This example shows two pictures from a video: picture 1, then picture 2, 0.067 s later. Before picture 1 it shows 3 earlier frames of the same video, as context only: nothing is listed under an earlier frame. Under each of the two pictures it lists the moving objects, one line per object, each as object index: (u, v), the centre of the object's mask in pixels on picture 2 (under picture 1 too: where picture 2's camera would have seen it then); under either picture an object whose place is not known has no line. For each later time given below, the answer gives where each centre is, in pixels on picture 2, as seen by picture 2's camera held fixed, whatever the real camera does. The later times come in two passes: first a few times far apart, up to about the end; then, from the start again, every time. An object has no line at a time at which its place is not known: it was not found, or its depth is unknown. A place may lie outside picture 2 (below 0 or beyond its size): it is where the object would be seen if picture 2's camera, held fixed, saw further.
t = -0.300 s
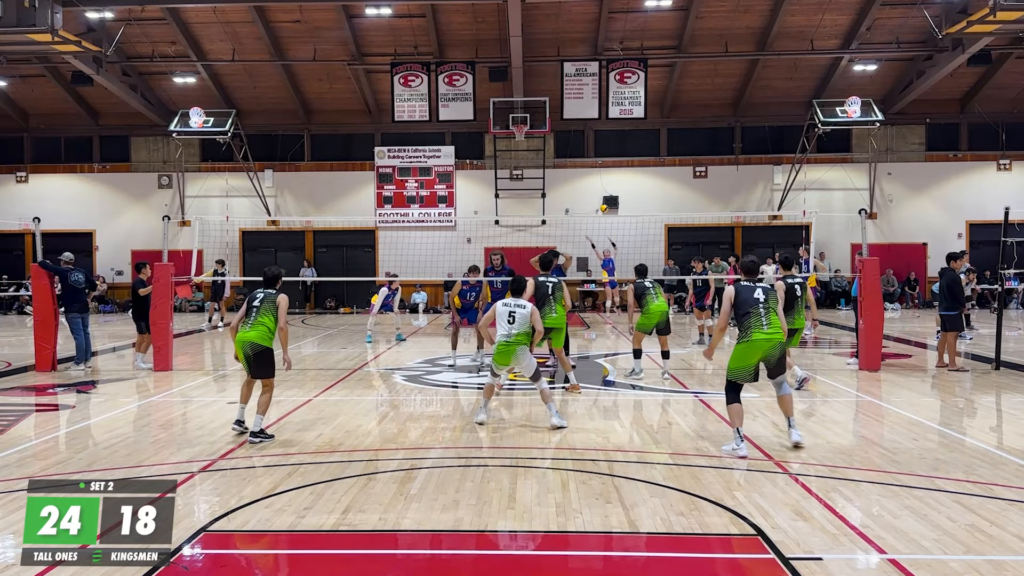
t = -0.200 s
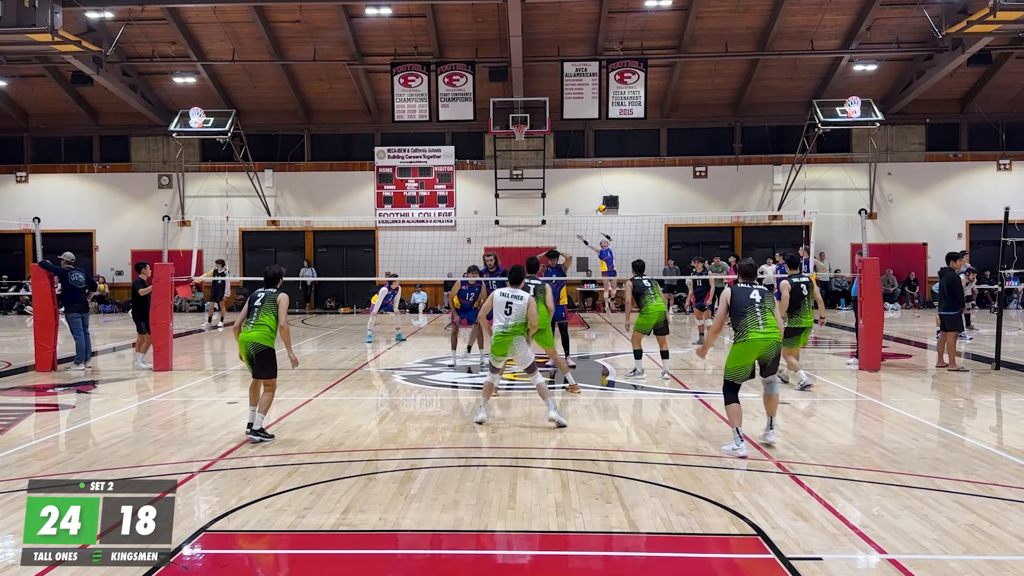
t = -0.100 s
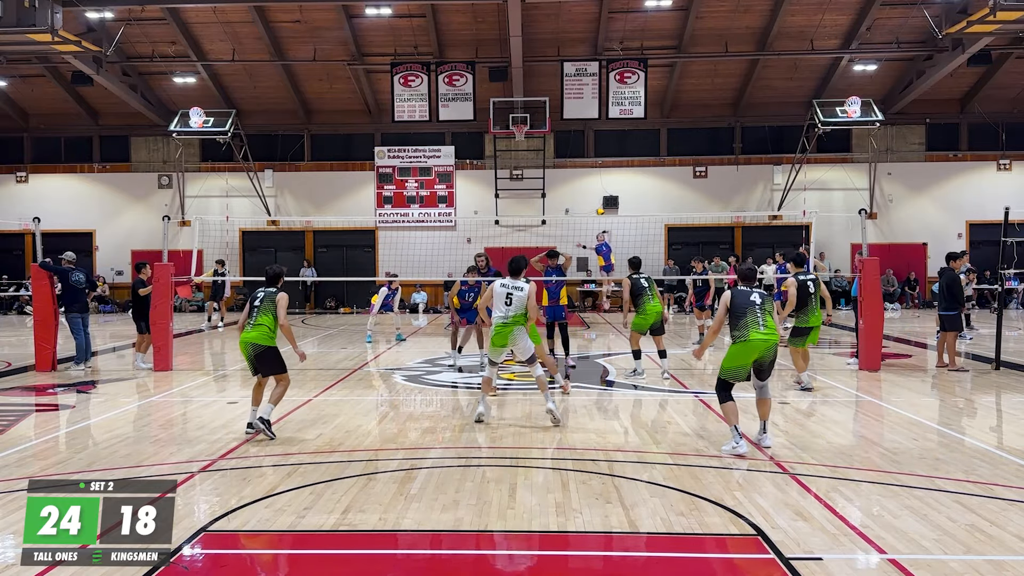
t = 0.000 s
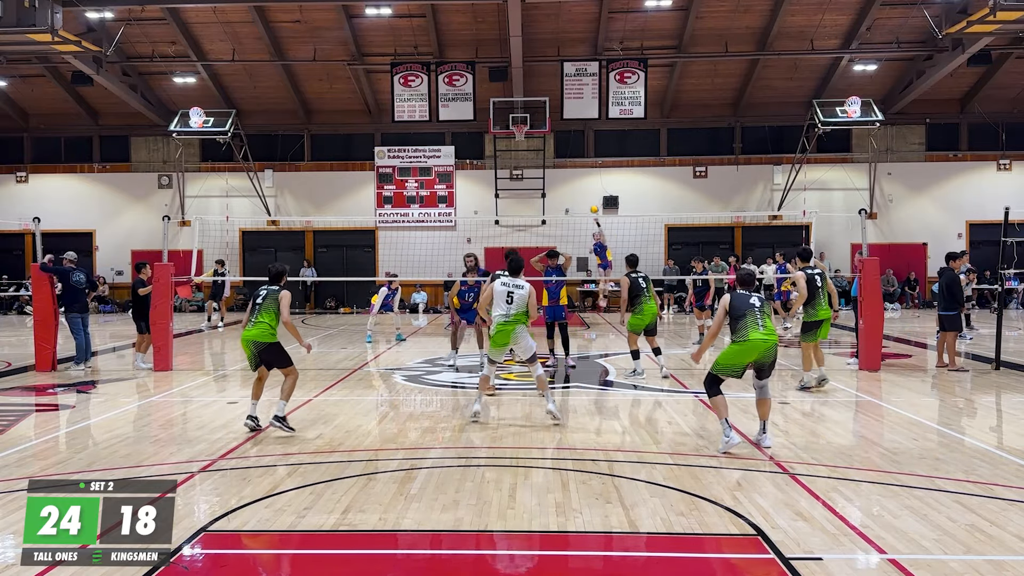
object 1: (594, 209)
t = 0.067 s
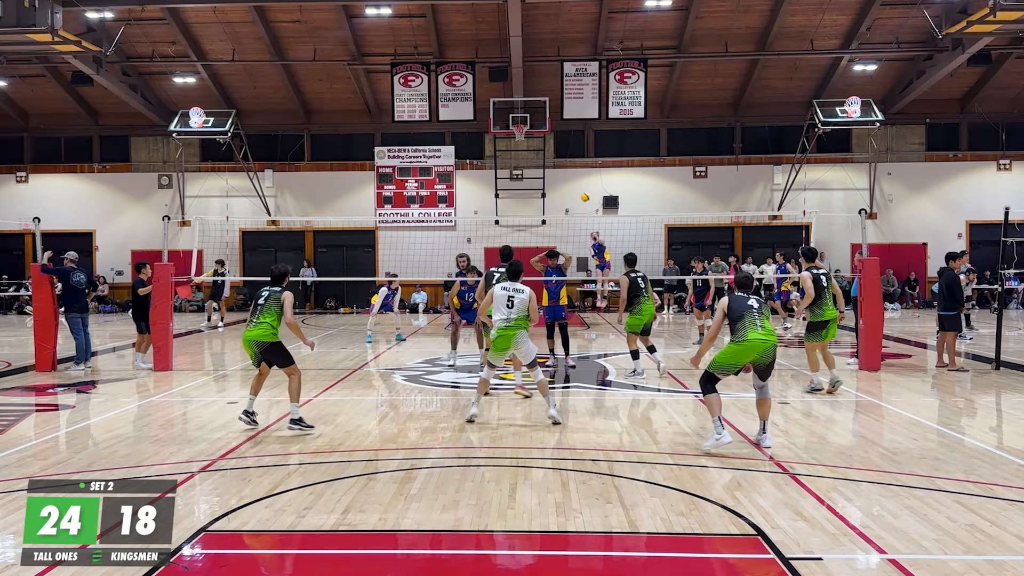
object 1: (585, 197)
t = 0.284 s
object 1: (550, 161)
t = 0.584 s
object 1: (488, 133)
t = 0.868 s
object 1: (394, 144)
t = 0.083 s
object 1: (582, 195)
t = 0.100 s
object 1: (580, 191)
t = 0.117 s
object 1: (577, 189)
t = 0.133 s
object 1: (575, 186)
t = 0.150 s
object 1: (573, 183)
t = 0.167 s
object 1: (570, 180)
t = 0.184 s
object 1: (567, 177)
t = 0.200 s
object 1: (564, 174)
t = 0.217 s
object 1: (561, 171)
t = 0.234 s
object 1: (558, 168)
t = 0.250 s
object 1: (556, 166)
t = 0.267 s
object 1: (553, 163)
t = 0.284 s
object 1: (550, 161)
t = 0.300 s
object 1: (547, 158)
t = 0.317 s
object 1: (544, 156)
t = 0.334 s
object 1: (540, 154)
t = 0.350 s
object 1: (537, 152)
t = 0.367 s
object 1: (534, 150)
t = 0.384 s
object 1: (531, 147)
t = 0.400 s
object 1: (528, 146)
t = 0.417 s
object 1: (524, 144)
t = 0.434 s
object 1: (521, 143)
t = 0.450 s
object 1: (518, 141)
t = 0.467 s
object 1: (514, 139)
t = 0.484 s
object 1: (511, 138)
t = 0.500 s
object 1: (508, 137)
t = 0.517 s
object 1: (504, 137)
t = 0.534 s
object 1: (501, 135)
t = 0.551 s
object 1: (497, 134)
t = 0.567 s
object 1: (493, 134)
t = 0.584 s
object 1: (488, 133)
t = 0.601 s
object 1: (484, 133)
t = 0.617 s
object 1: (479, 132)
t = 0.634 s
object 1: (475, 132)
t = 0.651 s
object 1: (470, 132)
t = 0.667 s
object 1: (465, 132)
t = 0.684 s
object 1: (460, 132)
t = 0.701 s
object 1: (454, 132)
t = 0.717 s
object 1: (449, 133)
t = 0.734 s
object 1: (443, 133)
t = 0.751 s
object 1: (438, 134)
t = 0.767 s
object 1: (432, 135)
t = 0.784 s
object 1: (426, 136)
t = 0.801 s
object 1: (420, 137)
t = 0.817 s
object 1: (414, 138)
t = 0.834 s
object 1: (408, 139)
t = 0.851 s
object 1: (401, 141)
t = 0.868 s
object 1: (394, 144)
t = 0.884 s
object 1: (388, 146)
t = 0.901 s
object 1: (380, 149)
